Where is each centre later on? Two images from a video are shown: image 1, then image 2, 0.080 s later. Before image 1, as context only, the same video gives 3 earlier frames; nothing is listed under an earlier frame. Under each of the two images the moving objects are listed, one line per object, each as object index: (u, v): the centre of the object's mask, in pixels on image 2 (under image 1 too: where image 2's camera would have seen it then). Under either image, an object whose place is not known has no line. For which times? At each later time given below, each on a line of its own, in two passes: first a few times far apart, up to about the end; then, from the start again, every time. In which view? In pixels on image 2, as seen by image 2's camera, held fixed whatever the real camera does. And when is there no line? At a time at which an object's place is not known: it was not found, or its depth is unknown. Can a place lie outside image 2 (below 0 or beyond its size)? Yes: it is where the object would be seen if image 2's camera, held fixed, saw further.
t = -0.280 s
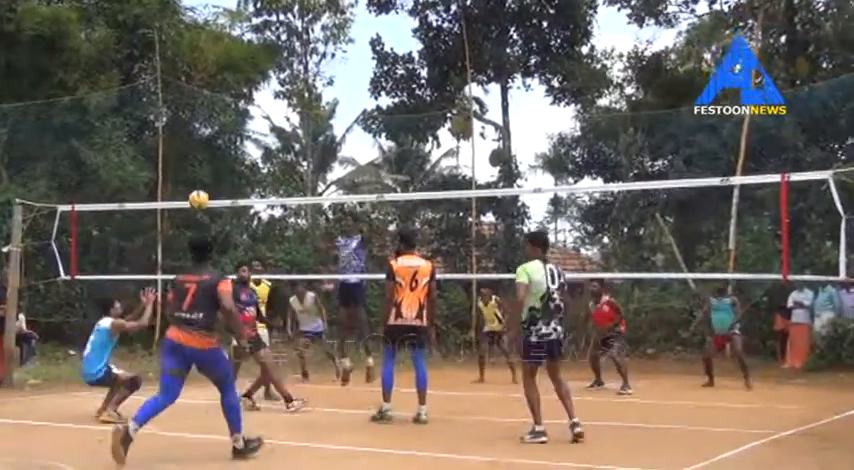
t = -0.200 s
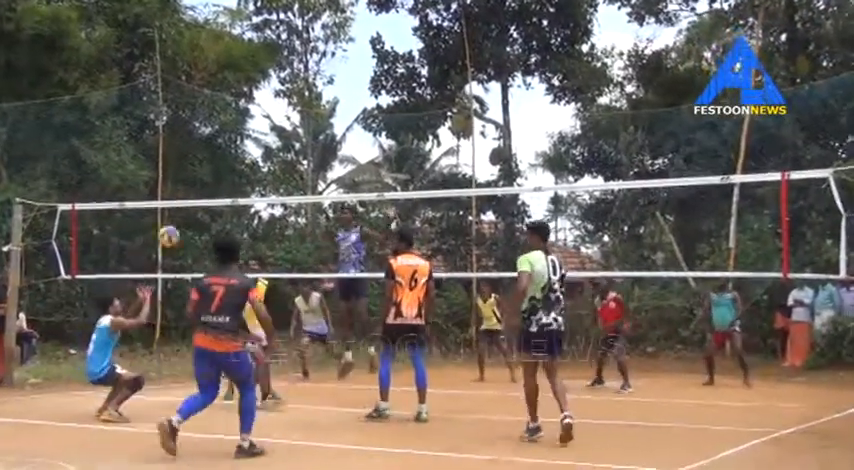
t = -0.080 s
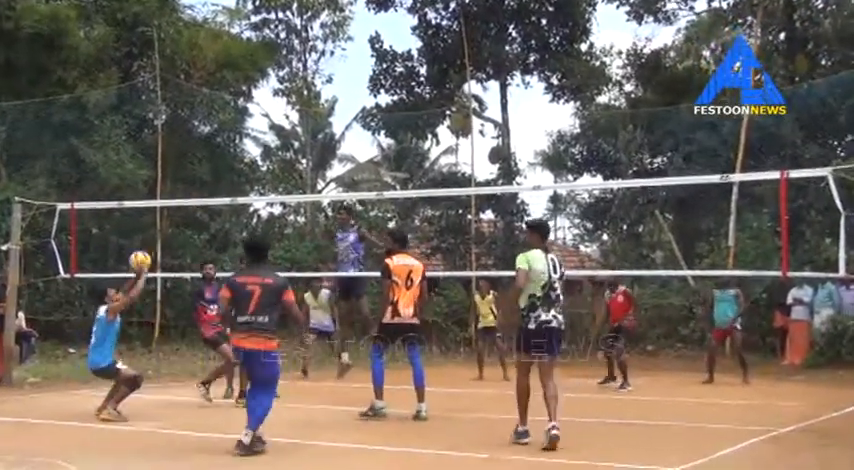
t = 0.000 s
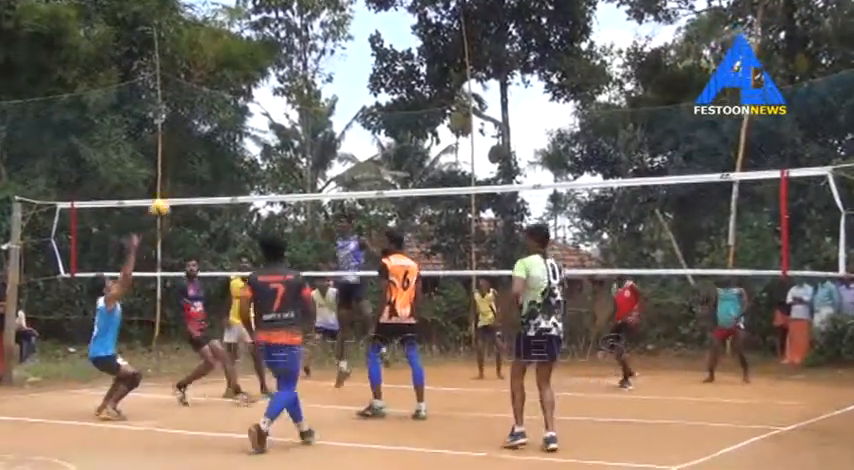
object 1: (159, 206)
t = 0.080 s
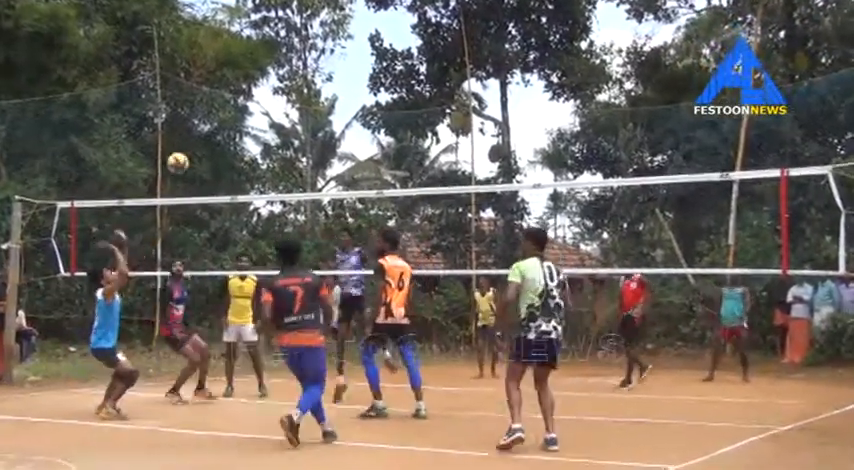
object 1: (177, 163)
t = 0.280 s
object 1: (222, 80)
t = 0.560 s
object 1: (281, 31)
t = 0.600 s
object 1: (287, 30)
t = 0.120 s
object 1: (186, 143)
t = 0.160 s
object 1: (196, 124)
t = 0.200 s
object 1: (204, 108)
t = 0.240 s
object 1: (213, 94)
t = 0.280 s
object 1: (222, 80)
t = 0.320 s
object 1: (230, 69)
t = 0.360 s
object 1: (239, 58)
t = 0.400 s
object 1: (247, 49)
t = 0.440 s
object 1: (256, 42)
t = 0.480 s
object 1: (264, 36)
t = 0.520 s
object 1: (272, 33)
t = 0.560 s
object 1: (281, 31)
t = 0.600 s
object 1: (287, 30)
